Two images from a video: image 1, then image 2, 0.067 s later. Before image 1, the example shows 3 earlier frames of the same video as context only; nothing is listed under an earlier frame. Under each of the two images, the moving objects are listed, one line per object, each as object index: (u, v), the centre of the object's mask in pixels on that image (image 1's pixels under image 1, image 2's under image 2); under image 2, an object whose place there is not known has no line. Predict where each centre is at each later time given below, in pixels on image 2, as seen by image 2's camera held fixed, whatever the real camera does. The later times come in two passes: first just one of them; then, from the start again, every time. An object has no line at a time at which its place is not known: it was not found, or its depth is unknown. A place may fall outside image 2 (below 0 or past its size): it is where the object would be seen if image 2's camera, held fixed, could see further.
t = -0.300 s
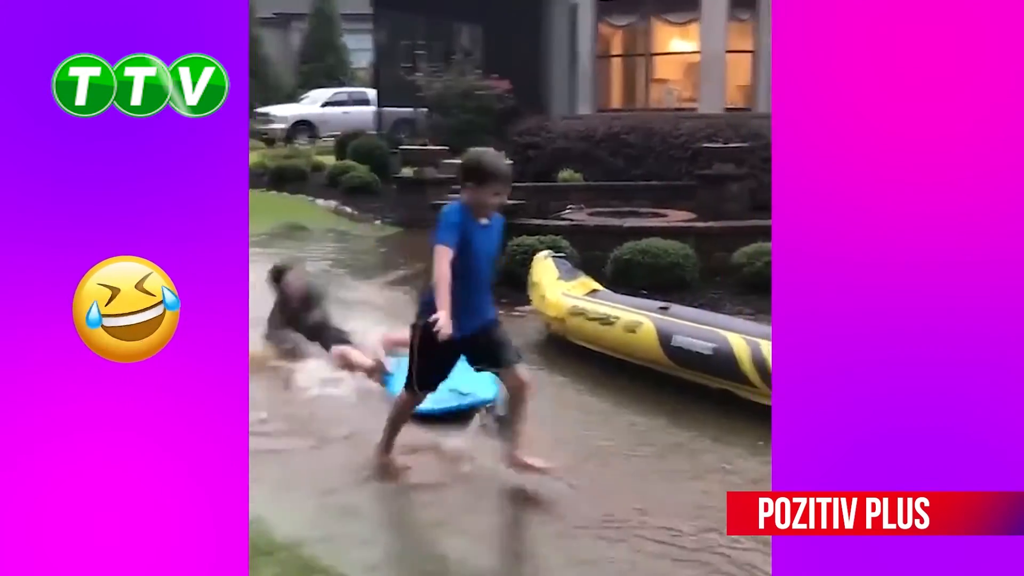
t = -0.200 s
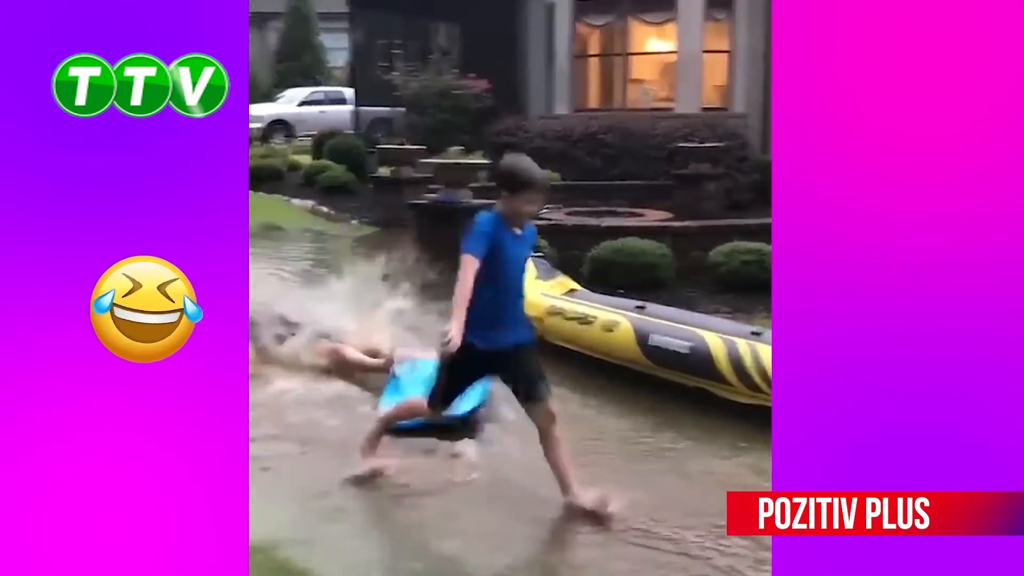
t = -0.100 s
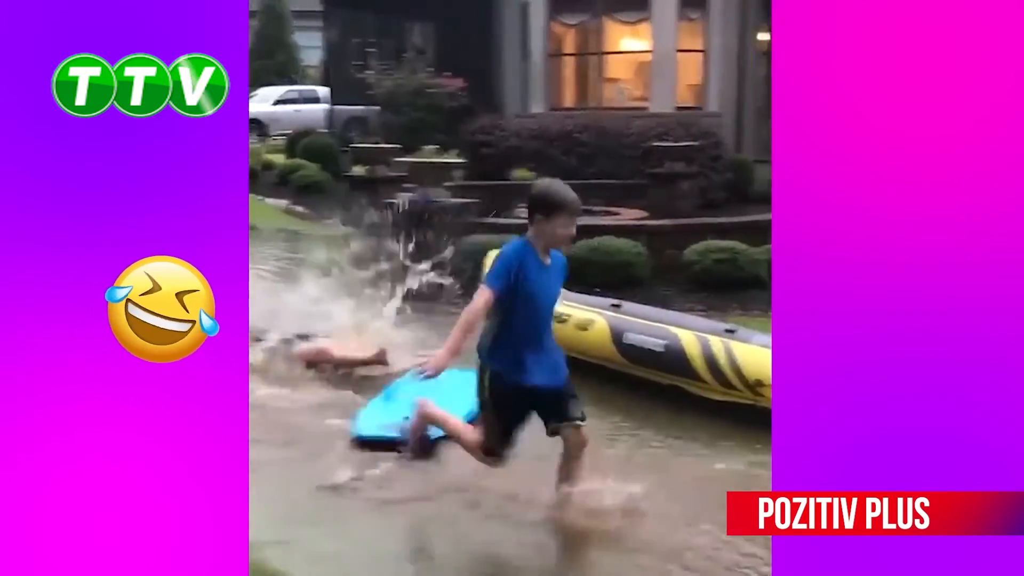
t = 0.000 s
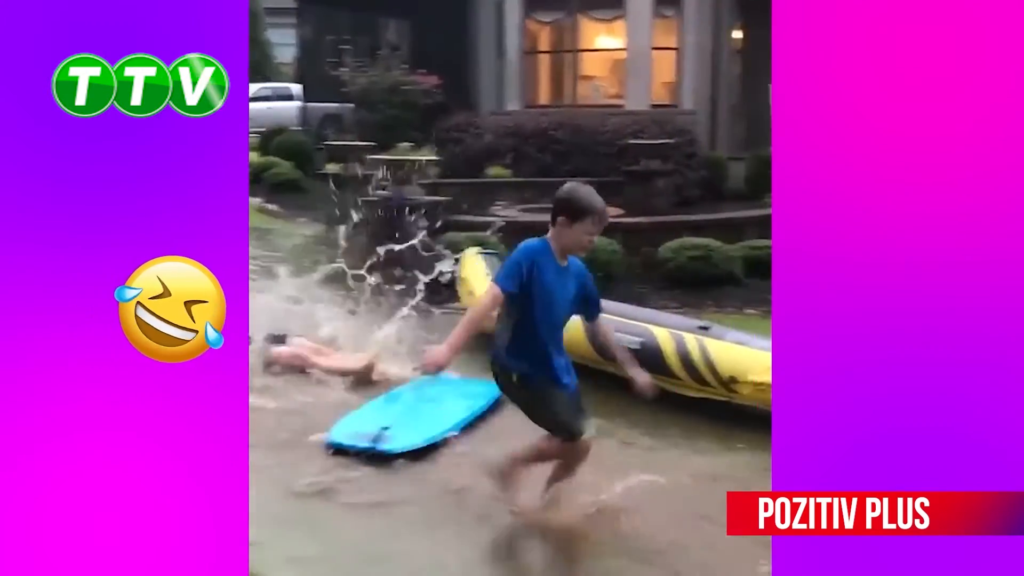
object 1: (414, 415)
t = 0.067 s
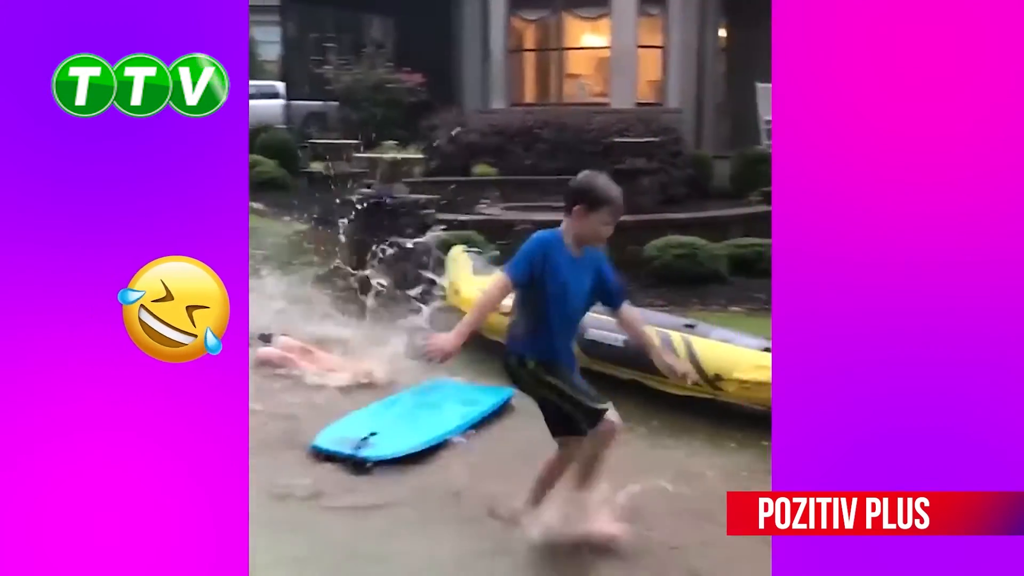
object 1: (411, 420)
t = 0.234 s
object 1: (435, 436)
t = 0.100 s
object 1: (415, 424)
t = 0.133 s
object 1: (421, 427)
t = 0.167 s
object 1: (425, 430)
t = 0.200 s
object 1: (430, 432)
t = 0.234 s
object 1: (435, 436)
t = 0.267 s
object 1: (441, 438)
